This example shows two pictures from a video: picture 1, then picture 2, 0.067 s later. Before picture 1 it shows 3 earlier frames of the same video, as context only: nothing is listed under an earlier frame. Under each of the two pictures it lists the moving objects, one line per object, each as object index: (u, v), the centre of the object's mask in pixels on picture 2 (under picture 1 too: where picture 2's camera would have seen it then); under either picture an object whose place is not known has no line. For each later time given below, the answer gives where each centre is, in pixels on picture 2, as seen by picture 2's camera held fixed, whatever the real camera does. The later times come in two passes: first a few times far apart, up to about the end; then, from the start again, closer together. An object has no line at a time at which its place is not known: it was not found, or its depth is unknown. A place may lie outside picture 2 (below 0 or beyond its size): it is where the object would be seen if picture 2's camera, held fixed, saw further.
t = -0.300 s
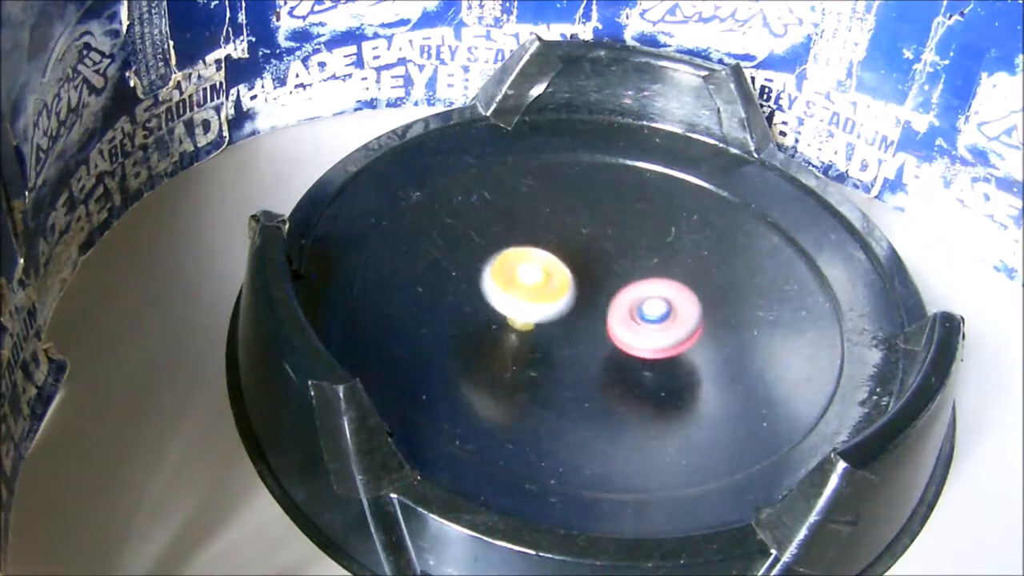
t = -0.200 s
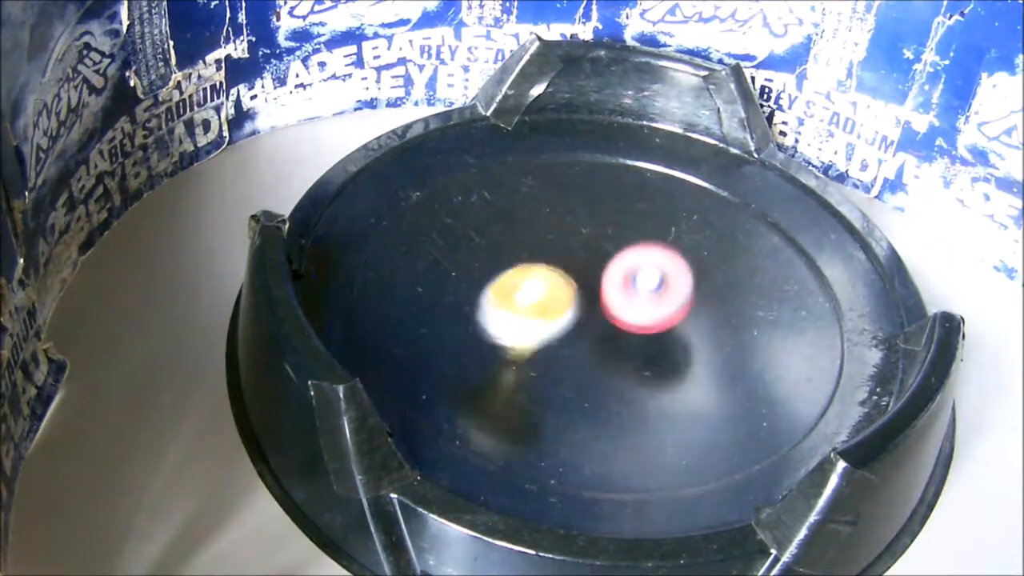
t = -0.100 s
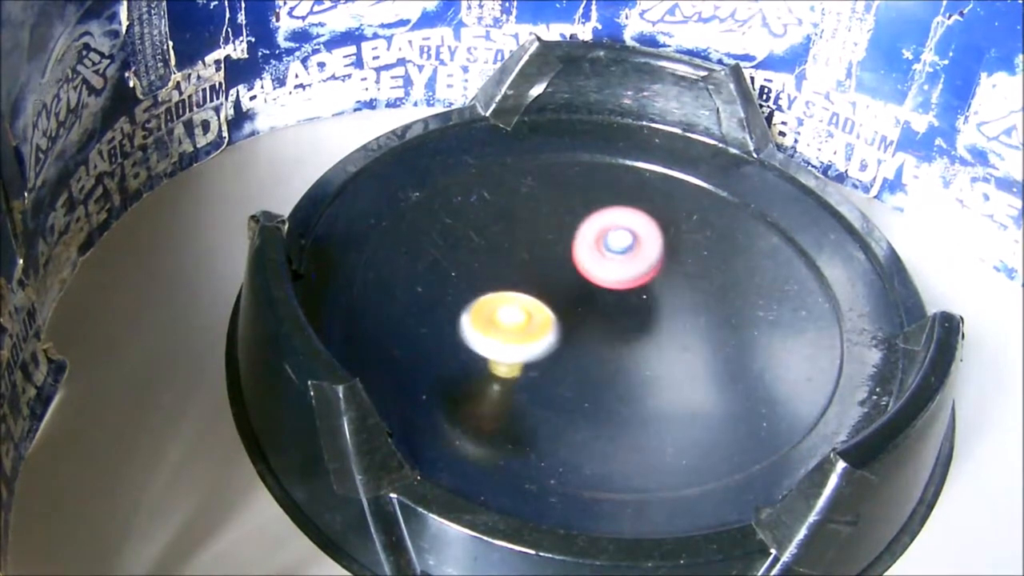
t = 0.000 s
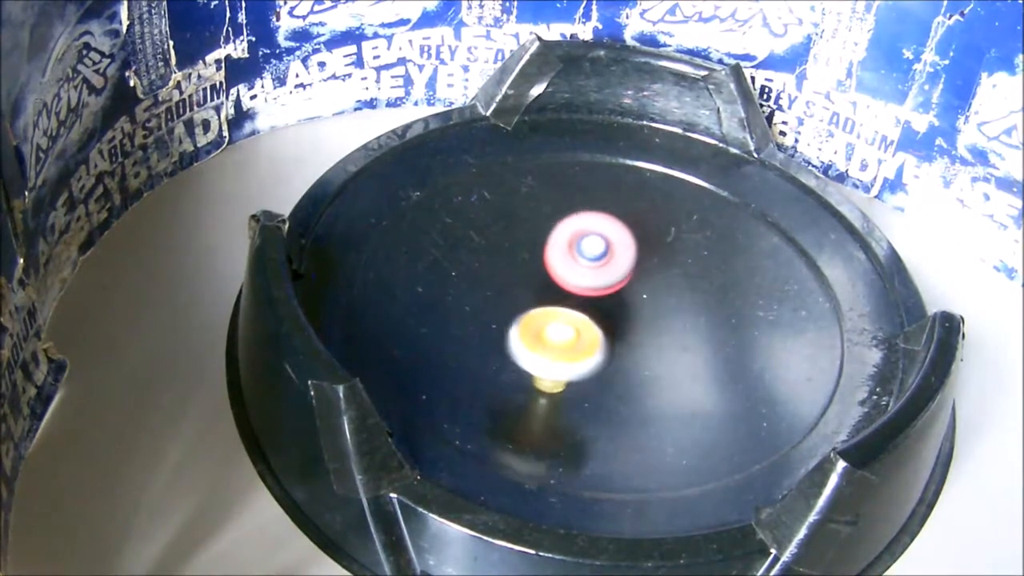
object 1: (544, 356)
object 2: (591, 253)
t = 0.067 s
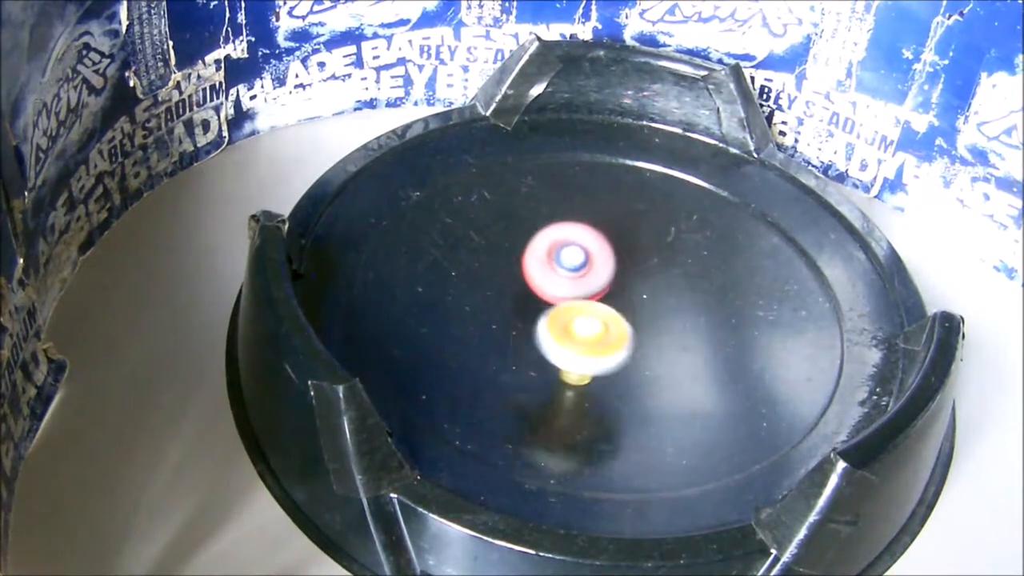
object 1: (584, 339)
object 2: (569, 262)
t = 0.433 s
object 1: (689, 247)
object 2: (562, 343)
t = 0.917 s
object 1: (608, 349)
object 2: (656, 292)
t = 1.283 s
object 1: (609, 332)
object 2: (537, 263)
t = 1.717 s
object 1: (582, 268)
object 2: (644, 354)
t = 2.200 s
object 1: (591, 337)
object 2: (576, 273)
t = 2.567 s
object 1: (677, 283)
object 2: (609, 358)
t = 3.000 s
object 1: (591, 319)
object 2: (641, 245)
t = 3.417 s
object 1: (599, 287)
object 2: (526, 340)
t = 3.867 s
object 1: (621, 293)
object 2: (701, 277)
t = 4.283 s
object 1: (624, 311)
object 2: (501, 299)
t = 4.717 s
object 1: (596, 254)
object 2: (711, 279)
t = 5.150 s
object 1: (639, 326)
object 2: (491, 318)
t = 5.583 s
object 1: (577, 268)
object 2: (707, 267)
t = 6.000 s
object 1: (631, 317)
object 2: (521, 350)
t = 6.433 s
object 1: (580, 263)
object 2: (661, 260)
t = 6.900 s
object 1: (647, 320)
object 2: (556, 412)
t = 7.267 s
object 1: (648, 239)
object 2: (750, 303)
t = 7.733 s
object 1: (566, 251)
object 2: (634, 320)
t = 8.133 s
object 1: (519, 275)
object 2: (562, 353)
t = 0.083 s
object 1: (590, 335)
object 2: (562, 264)
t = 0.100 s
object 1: (596, 330)
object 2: (555, 266)
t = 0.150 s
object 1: (608, 313)
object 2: (537, 277)
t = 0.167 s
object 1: (614, 306)
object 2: (534, 280)
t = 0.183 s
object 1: (632, 299)
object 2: (529, 278)
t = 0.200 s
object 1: (651, 304)
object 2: (522, 274)
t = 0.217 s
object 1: (670, 296)
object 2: (514, 278)
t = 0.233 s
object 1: (687, 294)
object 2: (509, 282)
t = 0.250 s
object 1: (699, 288)
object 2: (504, 292)
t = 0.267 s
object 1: (707, 283)
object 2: (504, 301)
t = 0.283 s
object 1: (712, 280)
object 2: (507, 314)
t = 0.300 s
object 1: (712, 278)
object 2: (510, 324)
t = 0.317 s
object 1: (713, 274)
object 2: (516, 332)
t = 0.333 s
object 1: (710, 271)
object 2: (521, 337)
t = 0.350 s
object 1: (709, 266)
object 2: (527, 340)
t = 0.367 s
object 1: (706, 262)
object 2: (532, 341)
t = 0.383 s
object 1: (703, 257)
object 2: (538, 341)
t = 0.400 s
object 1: (698, 253)
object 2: (545, 342)
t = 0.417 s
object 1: (694, 249)
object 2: (553, 342)
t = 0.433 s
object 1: (689, 247)
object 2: (562, 343)
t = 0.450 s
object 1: (682, 245)
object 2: (571, 345)
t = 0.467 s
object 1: (676, 244)
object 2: (582, 346)
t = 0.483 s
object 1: (669, 245)
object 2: (594, 348)
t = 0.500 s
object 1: (662, 247)
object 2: (606, 349)
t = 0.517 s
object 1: (656, 250)
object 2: (618, 350)
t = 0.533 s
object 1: (649, 254)
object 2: (630, 350)
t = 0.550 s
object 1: (644, 259)
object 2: (642, 351)
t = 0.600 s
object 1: (629, 275)
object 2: (677, 351)
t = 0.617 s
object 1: (626, 281)
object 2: (685, 350)
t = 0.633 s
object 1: (622, 287)
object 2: (692, 348)
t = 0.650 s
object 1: (619, 293)
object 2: (699, 347)
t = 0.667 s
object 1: (616, 299)
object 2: (703, 344)
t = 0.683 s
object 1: (613, 305)
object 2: (705, 342)
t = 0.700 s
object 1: (611, 311)
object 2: (705, 340)
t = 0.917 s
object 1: (608, 349)
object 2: (656, 292)
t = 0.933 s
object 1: (608, 353)
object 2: (649, 288)
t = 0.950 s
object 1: (607, 350)
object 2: (641, 283)
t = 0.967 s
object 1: (605, 350)
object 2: (633, 278)
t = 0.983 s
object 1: (603, 349)
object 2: (626, 274)
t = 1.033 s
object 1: (595, 342)
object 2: (604, 261)
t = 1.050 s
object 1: (593, 341)
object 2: (597, 257)
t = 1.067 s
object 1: (591, 335)
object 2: (591, 254)
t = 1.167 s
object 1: (580, 314)
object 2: (565, 246)
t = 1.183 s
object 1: (579, 310)
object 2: (563, 245)
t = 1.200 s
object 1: (582, 305)
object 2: (559, 243)
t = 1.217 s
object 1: (586, 314)
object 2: (554, 244)
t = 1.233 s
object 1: (593, 320)
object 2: (547, 247)
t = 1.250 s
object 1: (600, 327)
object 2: (542, 252)
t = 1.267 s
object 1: (604, 331)
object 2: (539, 257)
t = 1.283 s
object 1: (609, 332)
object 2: (537, 263)
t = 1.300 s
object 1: (615, 332)
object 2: (535, 271)
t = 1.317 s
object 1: (620, 330)
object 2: (534, 278)
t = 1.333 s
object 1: (626, 326)
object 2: (533, 286)
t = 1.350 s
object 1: (632, 322)
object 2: (532, 294)
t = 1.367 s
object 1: (636, 318)
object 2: (532, 302)
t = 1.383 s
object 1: (639, 313)
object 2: (532, 310)
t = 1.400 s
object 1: (642, 308)
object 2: (533, 318)
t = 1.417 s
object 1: (643, 303)
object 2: (535, 325)
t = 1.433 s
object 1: (642, 298)
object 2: (538, 332)
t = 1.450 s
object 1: (642, 293)
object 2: (542, 339)
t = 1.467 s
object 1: (640, 289)
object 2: (547, 345)
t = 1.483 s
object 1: (638, 284)
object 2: (552, 351)
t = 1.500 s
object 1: (635, 280)
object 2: (557, 356)
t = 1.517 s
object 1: (632, 275)
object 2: (563, 360)
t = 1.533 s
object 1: (628, 272)
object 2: (570, 363)
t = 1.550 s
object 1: (624, 268)
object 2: (576, 365)
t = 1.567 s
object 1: (620, 265)
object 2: (583, 367)
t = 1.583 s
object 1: (616, 263)
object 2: (589, 368)
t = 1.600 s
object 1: (611, 262)
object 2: (595, 367)
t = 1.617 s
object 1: (607, 260)
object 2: (601, 367)
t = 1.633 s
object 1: (602, 260)
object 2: (607, 366)
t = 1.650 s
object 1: (597, 260)
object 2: (614, 364)
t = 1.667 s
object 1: (593, 261)
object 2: (620, 362)
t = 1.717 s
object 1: (582, 268)
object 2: (644, 354)
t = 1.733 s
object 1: (579, 271)
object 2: (653, 350)
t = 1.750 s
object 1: (578, 275)
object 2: (661, 346)
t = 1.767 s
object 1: (578, 279)
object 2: (670, 342)
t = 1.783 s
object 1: (579, 284)
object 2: (678, 337)
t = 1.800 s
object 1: (581, 289)
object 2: (685, 332)
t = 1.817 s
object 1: (584, 293)
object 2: (691, 327)
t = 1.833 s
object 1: (588, 298)
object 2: (696, 322)
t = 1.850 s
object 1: (592, 302)
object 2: (700, 317)
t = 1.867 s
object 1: (598, 306)
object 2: (702, 312)
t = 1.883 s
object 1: (603, 308)
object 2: (704, 307)
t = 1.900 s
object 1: (609, 311)
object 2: (704, 302)
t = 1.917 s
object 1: (615, 313)
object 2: (704, 298)
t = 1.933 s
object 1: (620, 315)
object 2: (704, 294)
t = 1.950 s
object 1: (622, 316)
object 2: (704, 292)
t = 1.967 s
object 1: (624, 317)
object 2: (704, 290)
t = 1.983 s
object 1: (622, 319)
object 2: (702, 289)
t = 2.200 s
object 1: (591, 337)
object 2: (576, 273)
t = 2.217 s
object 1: (589, 338)
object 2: (564, 274)
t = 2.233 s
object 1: (588, 337)
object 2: (552, 274)
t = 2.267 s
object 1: (586, 335)
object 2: (533, 277)
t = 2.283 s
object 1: (586, 333)
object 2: (525, 277)
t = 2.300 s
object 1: (586, 331)
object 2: (519, 279)
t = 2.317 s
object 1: (585, 329)
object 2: (514, 281)
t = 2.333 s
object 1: (585, 326)
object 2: (512, 283)
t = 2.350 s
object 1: (585, 322)
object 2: (511, 284)
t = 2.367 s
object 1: (586, 317)
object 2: (511, 286)
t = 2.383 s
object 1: (593, 317)
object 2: (512, 287)
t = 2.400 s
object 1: (608, 316)
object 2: (511, 289)
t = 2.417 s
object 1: (624, 314)
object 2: (511, 290)
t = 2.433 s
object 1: (638, 313)
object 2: (515, 295)
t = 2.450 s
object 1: (649, 312)
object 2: (523, 302)
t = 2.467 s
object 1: (657, 309)
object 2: (532, 311)
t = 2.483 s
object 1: (663, 305)
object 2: (543, 319)
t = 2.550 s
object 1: (676, 287)
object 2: (595, 351)
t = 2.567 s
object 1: (677, 283)
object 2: (609, 358)
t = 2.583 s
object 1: (678, 279)
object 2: (622, 362)
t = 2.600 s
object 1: (678, 275)
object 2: (635, 367)
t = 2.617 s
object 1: (677, 272)
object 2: (647, 370)
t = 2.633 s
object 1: (675, 269)
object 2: (658, 371)
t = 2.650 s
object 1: (673, 266)
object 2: (667, 371)
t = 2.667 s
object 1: (670, 263)
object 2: (675, 369)
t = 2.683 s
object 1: (665, 262)
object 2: (681, 367)
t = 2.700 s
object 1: (659, 260)
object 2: (686, 364)
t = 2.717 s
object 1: (654, 260)
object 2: (689, 361)
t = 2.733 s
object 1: (647, 261)
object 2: (692, 357)
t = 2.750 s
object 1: (641, 263)
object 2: (693, 353)
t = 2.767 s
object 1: (635, 265)
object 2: (693, 347)
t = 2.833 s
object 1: (612, 278)
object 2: (690, 321)
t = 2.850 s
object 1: (607, 282)
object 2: (688, 313)
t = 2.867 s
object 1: (603, 286)
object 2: (686, 306)
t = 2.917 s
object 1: (595, 299)
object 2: (675, 279)
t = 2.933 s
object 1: (593, 304)
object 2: (669, 270)
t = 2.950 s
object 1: (592, 308)
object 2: (663, 263)
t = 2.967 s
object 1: (591, 311)
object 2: (655, 256)
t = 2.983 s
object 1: (591, 314)
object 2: (648, 250)
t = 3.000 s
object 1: (591, 319)
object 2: (641, 245)
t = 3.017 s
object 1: (591, 320)
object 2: (634, 240)
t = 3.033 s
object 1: (591, 323)
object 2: (626, 237)
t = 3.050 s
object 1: (591, 326)
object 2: (619, 234)
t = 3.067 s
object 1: (592, 328)
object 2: (611, 232)
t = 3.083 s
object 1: (593, 330)
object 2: (603, 231)
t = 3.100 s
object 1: (594, 332)
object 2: (596, 231)
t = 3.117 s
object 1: (596, 334)
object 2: (589, 232)
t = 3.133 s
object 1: (597, 336)
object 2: (582, 234)
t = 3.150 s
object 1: (600, 337)
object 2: (575, 237)
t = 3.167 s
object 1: (602, 337)
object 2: (568, 241)
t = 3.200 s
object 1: (607, 337)
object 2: (553, 250)
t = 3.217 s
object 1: (610, 334)
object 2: (546, 255)
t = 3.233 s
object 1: (612, 328)
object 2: (539, 261)
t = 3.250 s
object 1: (613, 325)
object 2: (533, 267)
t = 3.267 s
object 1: (614, 321)
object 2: (528, 274)
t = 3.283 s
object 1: (613, 317)
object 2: (523, 280)
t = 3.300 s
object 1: (613, 313)
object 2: (519, 288)
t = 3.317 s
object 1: (611, 309)
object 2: (516, 295)
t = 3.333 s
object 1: (610, 306)
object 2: (514, 303)
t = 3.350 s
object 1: (609, 302)
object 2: (513, 311)
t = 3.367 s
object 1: (607, 298)
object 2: (514, 319)
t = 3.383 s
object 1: (605, 293)
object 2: (517, 326)
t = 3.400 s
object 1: (603, 289)
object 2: (520, 333)
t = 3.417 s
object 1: (599, 287)
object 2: (526, 340)
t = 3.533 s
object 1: (583, 267)
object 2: (588, 372)
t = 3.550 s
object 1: (582, 265)
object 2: (599, 374)
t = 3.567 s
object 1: (580, 265)
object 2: (610, 374)
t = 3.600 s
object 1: (578, 263)
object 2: (633, 373)
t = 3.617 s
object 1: (576, 263)
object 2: (644, 371)
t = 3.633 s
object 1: (576, 263)
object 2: (654, 368)
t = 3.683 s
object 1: (578, 268)
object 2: (682, 355)
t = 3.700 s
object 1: (580, 271)
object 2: (689, 349)
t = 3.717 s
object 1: (583, 273)
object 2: (696, 343)
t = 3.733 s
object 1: (586, 276)
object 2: (701, 336)
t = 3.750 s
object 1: (590, 278)
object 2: (705, 328)
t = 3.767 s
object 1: (594, 281)
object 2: (708, 320)
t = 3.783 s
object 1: (598, 283)
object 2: (709, 313)
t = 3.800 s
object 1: (603, 286)
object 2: (710, 305)
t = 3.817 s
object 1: (608, 288)
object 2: (709, 298)
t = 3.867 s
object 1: (621, 293)
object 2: (701, 277)
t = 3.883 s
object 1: (626, 295)
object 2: (698, 269)
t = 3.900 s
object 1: (630, 296)
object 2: (692, 260)
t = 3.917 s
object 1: (635, 297)
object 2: (684, 253)
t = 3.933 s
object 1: (639, 299)
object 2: (675, 246)
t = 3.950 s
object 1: (643, 300)
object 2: (662, 241)
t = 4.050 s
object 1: (659, 303)
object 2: (594, 235)
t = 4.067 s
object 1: (659, 304)
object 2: (583, 235)
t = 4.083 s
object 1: (659, 304)
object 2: (572, 237)
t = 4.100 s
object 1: (659, 304)
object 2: (561, 238)
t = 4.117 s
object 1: (658, 304)
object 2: (551, 241)
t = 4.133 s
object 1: (657, 304)
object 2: (541, 244)
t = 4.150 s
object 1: (654, 305)
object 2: (531, 247)
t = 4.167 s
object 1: (652, 305)
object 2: (522, 252)
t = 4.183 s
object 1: (648, 306)
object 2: (514, 257)
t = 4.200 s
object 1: (645, 307)
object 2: (508, 263)
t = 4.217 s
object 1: (641, 307)
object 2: (504, 269)
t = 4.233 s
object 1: (637, 308)
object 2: (501, 276)
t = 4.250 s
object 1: (632, 308)
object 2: (500, 283)
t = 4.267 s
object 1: (628, 310)
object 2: (500, 291)
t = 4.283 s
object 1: (624, 311)
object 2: (501, 299)
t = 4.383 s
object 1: (603, 314)
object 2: (536, 350)
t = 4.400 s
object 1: (600, 314)
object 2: (546, 358)
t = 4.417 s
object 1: (598, 314)
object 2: (558, 364)
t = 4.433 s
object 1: (598, 311)
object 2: (569, 369)
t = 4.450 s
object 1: (600, 305)
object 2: (583, 375)
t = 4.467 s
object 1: (601, 299)
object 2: (594, 379)
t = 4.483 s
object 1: (601, 294)
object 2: (606, 379)
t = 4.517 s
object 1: (602, 287)
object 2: (635, 377)
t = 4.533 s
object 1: (603, 281)
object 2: (648, 373)
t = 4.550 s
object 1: (601, 278)
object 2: (660, 367)
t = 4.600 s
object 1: (596, 269)
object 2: (693, 343)
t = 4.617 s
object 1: (595, 266)
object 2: (701, 334)
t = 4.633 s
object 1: (595, 263)
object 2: (707, 324)
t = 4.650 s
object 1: (595, 261)
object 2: (711, 314)
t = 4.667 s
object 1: (595, 259)
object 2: (714, 304)
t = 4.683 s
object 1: (595, 257)
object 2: (715, 295)
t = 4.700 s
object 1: (595, 255)
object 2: (714, 287)
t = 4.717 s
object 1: (596, 254)
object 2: (711, 279)
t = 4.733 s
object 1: (596, 253)
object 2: (707, 271)
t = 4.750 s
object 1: (597, 252)
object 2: (701, 264)
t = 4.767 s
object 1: (598, 252)
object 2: (695, 259)
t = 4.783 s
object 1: (598, 252)
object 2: (687, 253)
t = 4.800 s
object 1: (599, 252)
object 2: (680, 248)
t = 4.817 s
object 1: (600, 253)
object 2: (673, 243)
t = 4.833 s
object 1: (600, 257)
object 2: (665, 237)
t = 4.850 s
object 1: (600, 262)
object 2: (652, 227)
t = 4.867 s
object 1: (601, 269)
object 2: (634, 219)
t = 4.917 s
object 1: (606, 280)
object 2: (583, 218)
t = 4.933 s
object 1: (608, 285)
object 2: (569, 223)
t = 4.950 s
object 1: (611, 289)
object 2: (557, 229)
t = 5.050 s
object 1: (626, 311)
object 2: (491, 262)
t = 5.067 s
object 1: (628, 314)
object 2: (486, 270)
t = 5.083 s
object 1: (631, 317)
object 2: (483, 279)
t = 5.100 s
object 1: (633, 319)
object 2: (483, 288)
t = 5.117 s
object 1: (635, 322)
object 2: (483, 297)
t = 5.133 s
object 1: (637, 324)
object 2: (486, 307)
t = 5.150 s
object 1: (639, 326)
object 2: (491, 318)
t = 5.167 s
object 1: (640, 328)
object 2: (499, 329)
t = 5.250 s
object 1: (643, 332)
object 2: (562, 375)
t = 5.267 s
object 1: (643, 333)
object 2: (577, 380)
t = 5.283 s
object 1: (643, 330)
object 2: (595, 384)
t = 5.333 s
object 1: (637, 324)
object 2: (646, 389)
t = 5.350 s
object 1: (634, 318)
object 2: (663, 388)
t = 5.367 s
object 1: (632, 312)
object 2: (679, 385)
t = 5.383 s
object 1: (629, 310)
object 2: (692, 380)
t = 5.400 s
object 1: (625, 306)
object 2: (703, 373)
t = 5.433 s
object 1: (616, 295)
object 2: (721, 357)
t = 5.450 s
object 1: (612, 291)
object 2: (726, 347)
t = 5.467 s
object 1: (606, 289)
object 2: (731, 337)
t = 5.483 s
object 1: (602, 284)
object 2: (733, 326)
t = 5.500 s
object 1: (598, 281)
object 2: (733, 316)
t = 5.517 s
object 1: (593, 279)
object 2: (731, 306)
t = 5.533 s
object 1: (589, 274)
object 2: (727, 295)
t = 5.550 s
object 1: (585, 271)
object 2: (723, 286)
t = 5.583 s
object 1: (577, 268)
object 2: (707, 267)
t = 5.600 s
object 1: (574, 265)
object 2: (698, 259)
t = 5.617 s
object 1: (572, 264)
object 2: (687, 252)
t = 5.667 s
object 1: (564, 261)
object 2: (649, 234)
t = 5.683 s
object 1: (562, 260)
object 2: (635, 228)
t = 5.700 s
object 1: (561, 261)
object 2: (623, 223)
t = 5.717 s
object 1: (561, 262)
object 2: (609, 219)
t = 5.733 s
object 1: (561, 263)
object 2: (594, 215)
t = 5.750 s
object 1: (562, 265)
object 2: (576, 213)
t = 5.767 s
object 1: (564, 270)
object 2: (558, 214)
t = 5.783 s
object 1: (566, 275)
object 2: (544, 219)
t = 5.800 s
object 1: (570, 279)
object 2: (530, 226)
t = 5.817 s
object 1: (573, 283)
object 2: (519, 235)
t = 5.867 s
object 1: (587, 295)
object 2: (501, 263)
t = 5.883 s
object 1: (592, 299)
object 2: (496, 272)
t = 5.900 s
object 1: (598, 302)
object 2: (494, 282)
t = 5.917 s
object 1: (603, 305)
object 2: (493, 293)
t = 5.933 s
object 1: (609, 308)
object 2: (495, 304)
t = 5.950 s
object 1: (614, 311)
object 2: (498, 316)
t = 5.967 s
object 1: (620, 313)
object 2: (504, 328)
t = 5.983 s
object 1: (626, 315)
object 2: (512, 340)
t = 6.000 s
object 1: (631, 317)
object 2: (521, 350)
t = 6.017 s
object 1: (636, 318)
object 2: (533, 360)
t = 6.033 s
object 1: (641, 319)
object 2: (547, 369)
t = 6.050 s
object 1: (645, 320)
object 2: (561, 377)
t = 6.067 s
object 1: (650, 321)
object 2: (577, 383)
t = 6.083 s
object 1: (653, 321)
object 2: (594, 386)
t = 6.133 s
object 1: (661, 320)
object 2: (643, 389)
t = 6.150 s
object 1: (662, 320)
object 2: (659, 388)
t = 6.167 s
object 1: (663, 318)
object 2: (674, 383)
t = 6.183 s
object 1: (663, 318)
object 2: (688, 377)
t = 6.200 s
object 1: (660, 311)
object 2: (701, 373)
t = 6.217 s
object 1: (655, 303)
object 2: (713, 369)
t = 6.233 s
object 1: (650, 297)
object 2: (720, 361)
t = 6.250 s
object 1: (645, 292)
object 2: (725, 354)
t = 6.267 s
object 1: (639, 288)
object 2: (728, 345)
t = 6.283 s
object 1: (634, 284)
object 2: (729, 336)
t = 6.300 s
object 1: (628, 280)
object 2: (728, 327)
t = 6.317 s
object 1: (621, 277)
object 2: (725, 319)
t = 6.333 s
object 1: (615, 274)
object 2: (720, 309)
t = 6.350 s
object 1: (609, 271)
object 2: (714, 301)
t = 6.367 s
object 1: (603, 269)
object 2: (705, 292)
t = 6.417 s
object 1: (585, 264)
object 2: (672, 267)
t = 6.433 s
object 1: (580, 263)
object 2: (661, 260)
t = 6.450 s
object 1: (568, 265)
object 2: (651, 250)
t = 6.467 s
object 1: (554, 268)
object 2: (638, 240)
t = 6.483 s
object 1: (542, 271)
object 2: (625, 229)
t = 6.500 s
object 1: (535, 275)
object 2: (610, 223)
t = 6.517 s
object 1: (532, 279)
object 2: (595, 218)
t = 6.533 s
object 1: (530, 282)
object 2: (581, 215)
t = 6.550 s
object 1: (529, 286)
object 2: (568, 215)
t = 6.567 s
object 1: (528, 290)
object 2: (557, 217)
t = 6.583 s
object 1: (529, 291)
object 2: (546, 219)
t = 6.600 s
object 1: (529, 297)
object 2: (535, 223)
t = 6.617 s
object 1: (531, 298)
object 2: (524, 227)
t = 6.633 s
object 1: (532, 301)
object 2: (516, 232)
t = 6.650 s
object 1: (535, 304)
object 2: (508, 238)
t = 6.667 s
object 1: (538, 307)
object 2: (502, 246)
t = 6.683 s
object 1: (541, 309)
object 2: (496, 255)
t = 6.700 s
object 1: (546, 312)
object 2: (492, 264)
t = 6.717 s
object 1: (556, 316)
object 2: (490, 279)
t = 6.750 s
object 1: (576, 323)
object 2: (493, 309)
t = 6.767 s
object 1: (584, 325)
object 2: (498, 326)
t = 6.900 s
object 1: (647, 320)
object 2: (556, 412)
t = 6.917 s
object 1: (653, 318)
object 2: (565, 417)
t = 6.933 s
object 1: (659, 315)
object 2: (575, 418)
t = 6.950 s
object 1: (663, 313)
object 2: (586, 419)
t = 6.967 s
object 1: (667, 310)
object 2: (599, 417)
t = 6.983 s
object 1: (671, 308)
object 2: (610, 414)
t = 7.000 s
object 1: (673, 305)
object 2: (621, 408)
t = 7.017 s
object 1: (675, 302)
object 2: (633, 400)
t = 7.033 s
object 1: (677, 300)
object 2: (644, 391)
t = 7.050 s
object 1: (678, 297)
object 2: (656, 379)
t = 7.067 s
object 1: (678, 294)
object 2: (670, 367)
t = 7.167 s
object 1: (665, 254)
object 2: (722, 330)
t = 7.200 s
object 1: (661, 248)
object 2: (735, 320)
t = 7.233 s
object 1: (655, 243)
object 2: (744, 312)
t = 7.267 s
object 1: (648, 239)
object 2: (750, 303)
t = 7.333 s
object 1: (634, 234)
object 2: (756, 295)
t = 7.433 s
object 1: (614, 229)
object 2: (750, 298)
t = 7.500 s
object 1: (601, 229)
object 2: (740, 301)
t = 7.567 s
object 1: (588, 232)
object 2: (716, 312)
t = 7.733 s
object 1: (566, 251)
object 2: (634, 320)
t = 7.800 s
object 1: (548, 246)
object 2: (609, 332)
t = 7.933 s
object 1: (528, 251)
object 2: (564, 346)
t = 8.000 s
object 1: (522, 258)
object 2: (555, 349)
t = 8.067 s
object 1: (518, 267)
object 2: (557, 350)
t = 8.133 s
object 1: (519, 275)
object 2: (562, 353)
